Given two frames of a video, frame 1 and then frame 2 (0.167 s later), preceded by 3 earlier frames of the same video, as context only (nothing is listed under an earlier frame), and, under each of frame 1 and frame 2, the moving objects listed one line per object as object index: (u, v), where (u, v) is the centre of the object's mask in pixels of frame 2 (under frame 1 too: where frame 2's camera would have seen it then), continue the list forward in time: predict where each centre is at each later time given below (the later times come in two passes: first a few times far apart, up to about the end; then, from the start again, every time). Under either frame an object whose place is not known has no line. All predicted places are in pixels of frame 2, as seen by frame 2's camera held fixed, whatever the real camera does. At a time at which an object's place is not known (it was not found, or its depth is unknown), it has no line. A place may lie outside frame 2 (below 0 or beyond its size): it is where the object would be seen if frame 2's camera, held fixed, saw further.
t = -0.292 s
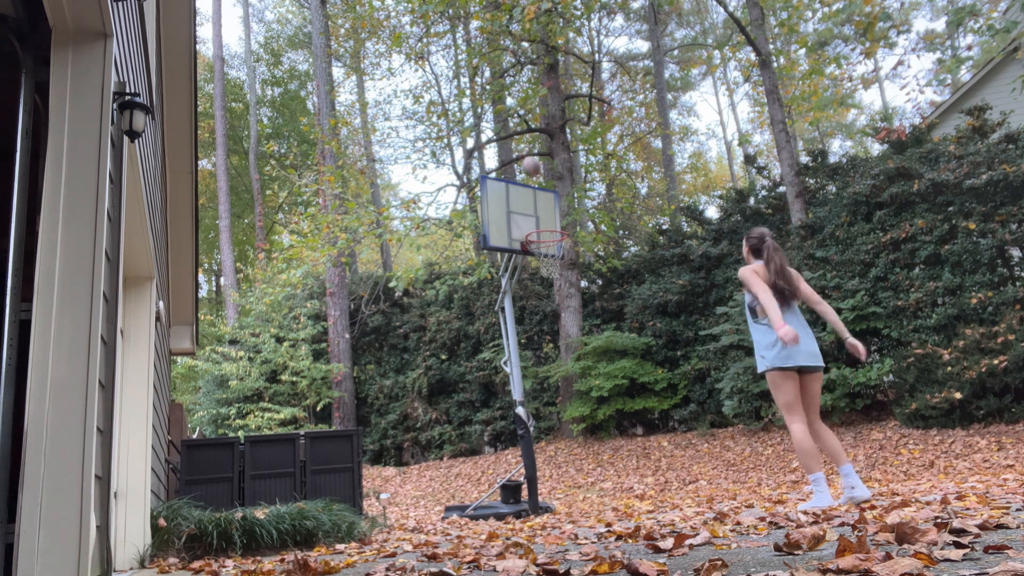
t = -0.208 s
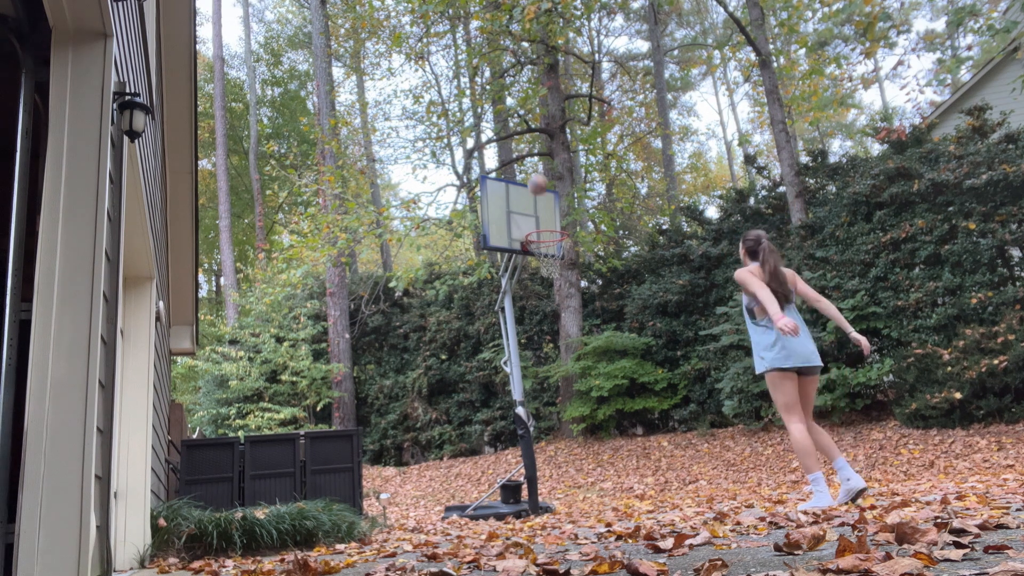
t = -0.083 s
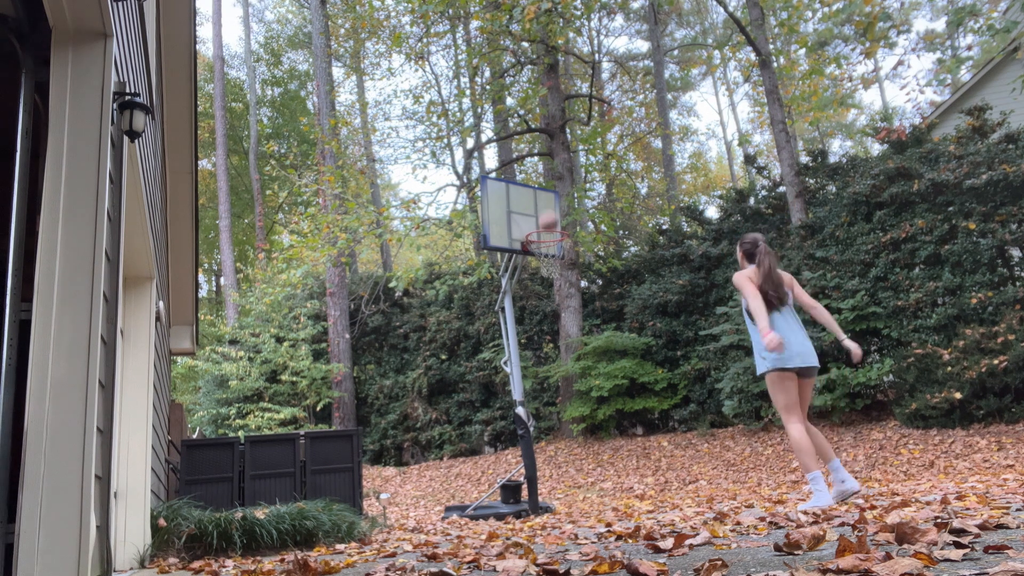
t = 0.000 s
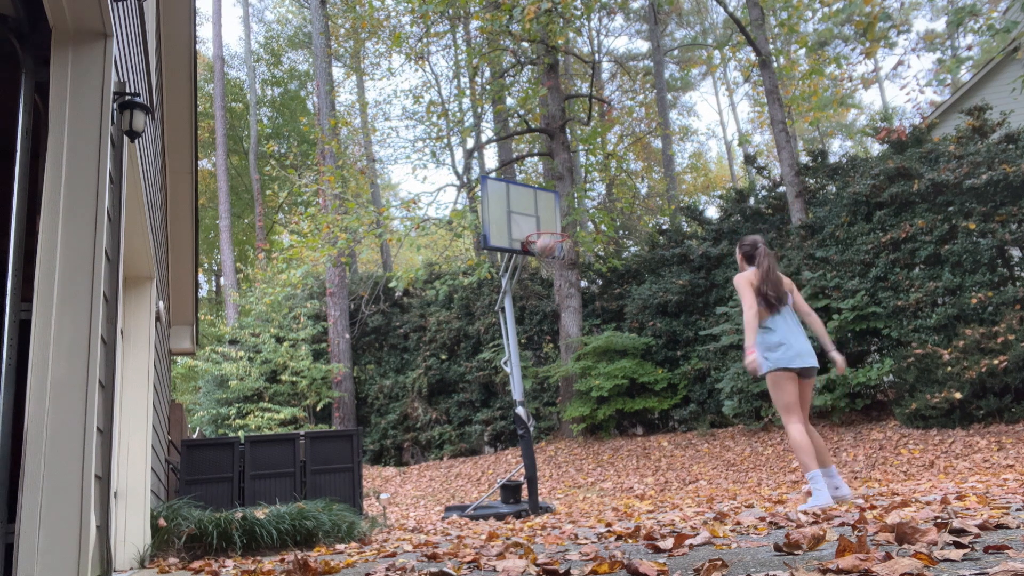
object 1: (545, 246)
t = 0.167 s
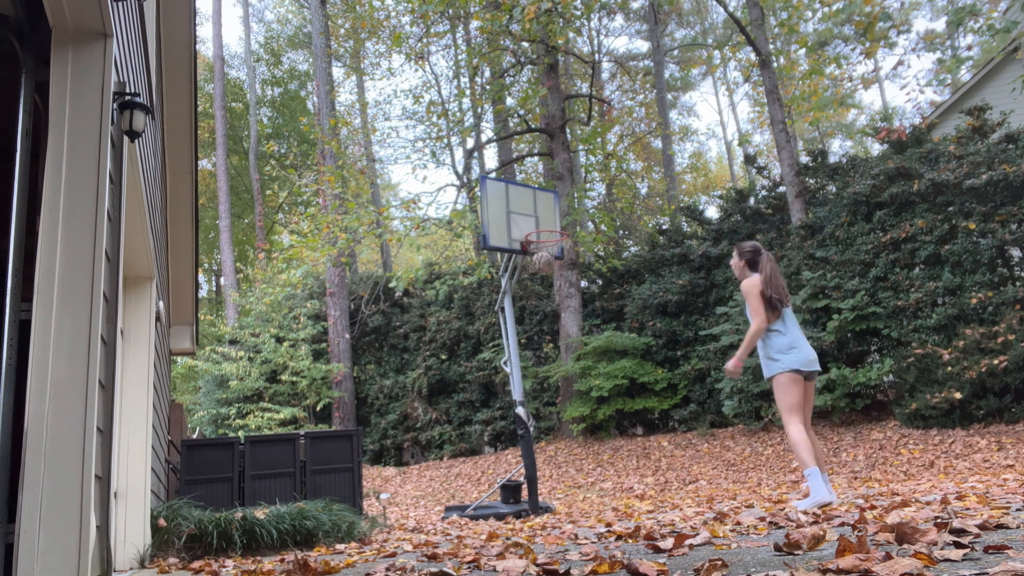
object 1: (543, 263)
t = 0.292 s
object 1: (547, 268)
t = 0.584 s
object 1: (570, 326)
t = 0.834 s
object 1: (599, 439)
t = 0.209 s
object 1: (544, 264)
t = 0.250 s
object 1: (546, 265)
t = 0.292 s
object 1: (547, 268)
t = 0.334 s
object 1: (550, 271)
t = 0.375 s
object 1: (553, 278)
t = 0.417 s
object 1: (556, 283)
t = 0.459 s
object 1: (560, 292)
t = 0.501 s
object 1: (562, 301)
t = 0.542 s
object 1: (567, 313)
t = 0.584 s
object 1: (570, 326)
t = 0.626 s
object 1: (574, 340)
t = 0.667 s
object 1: (579, 355)
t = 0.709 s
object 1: (583, 373)
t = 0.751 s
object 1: (588, 395)
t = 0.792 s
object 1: (594, 417)
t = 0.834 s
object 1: (599, 439)
